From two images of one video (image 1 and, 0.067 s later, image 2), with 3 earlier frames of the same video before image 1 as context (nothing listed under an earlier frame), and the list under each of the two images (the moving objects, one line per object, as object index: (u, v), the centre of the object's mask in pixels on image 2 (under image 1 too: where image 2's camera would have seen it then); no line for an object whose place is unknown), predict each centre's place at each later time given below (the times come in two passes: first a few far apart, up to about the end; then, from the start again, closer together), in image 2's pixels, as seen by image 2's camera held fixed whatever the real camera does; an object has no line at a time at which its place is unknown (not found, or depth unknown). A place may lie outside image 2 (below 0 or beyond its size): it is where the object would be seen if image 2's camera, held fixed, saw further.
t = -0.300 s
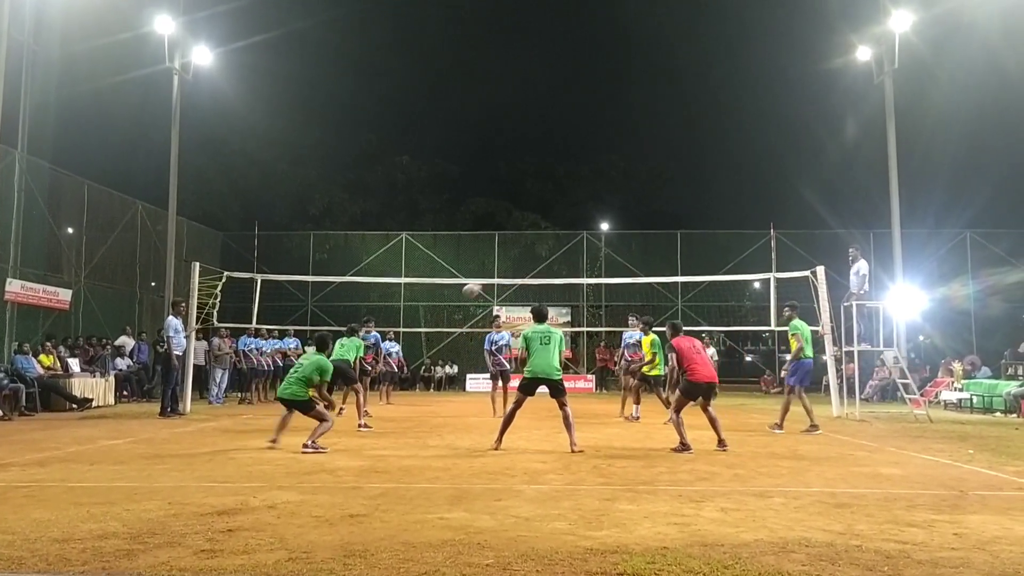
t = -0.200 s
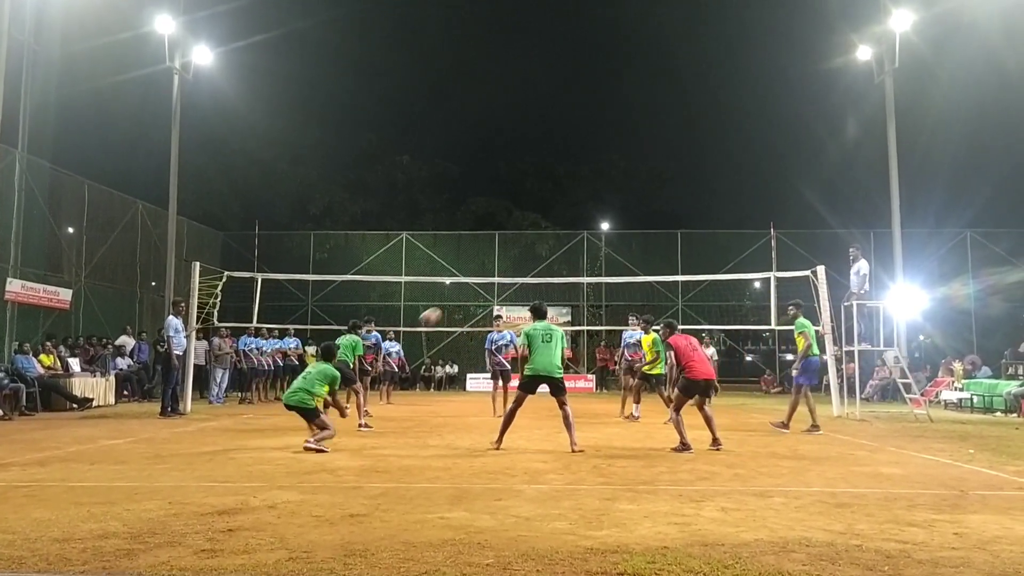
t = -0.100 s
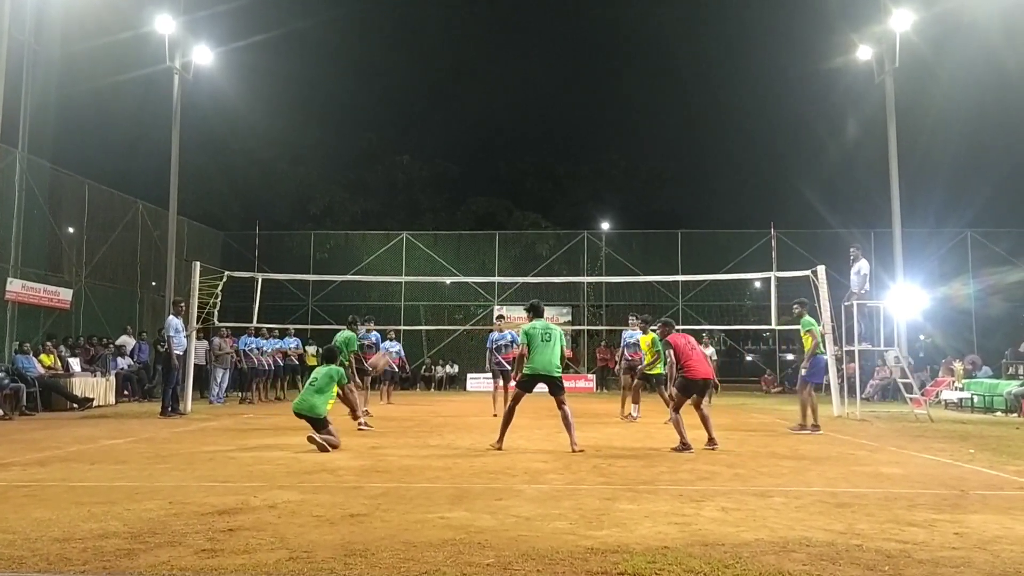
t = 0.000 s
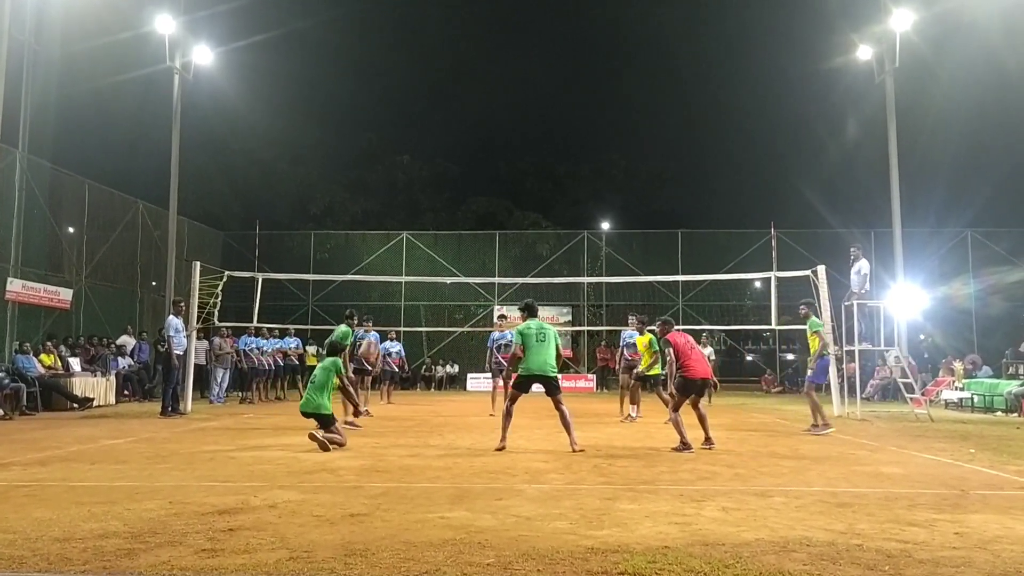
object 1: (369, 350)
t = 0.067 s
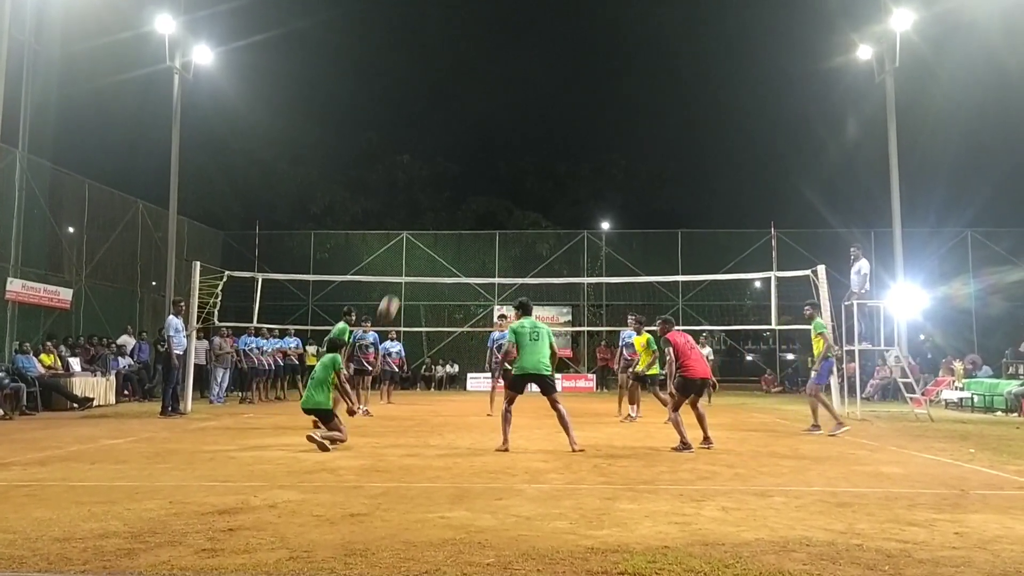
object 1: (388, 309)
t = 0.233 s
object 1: (432, 222)
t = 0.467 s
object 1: (483, 151)
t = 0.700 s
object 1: (529, 124)
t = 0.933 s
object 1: (571, 134)
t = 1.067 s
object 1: (593, 156)
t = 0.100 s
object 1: (398, 289)
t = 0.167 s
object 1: (415, 253)
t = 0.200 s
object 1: (424, 236)
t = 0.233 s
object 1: (432, 222)
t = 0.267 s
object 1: (439, 210)
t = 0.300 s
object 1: (447, 197)
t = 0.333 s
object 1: (454, 187)
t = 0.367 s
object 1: (462, 176)
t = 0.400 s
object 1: (469, 167)
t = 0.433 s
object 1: (476, 159)
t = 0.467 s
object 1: (483, 151)
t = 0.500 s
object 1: (490, 145)
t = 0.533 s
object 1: (497, 140)
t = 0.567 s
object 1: (504, 135)
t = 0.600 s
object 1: (510, 131)
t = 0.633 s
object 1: (517, 128)
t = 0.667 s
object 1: (523, 125)
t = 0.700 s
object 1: (529, 124)
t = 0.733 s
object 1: (536, 123)
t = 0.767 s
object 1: (542, 123)
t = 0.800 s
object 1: (547, 124)
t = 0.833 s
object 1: (554, 125)
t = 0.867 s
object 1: (560, 128)
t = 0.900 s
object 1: (565, 131)
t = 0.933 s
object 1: (571, 134)
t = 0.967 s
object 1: (577, 138)
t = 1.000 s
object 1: (582, 144)
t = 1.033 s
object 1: (588, 149)
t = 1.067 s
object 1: (593, 156)
